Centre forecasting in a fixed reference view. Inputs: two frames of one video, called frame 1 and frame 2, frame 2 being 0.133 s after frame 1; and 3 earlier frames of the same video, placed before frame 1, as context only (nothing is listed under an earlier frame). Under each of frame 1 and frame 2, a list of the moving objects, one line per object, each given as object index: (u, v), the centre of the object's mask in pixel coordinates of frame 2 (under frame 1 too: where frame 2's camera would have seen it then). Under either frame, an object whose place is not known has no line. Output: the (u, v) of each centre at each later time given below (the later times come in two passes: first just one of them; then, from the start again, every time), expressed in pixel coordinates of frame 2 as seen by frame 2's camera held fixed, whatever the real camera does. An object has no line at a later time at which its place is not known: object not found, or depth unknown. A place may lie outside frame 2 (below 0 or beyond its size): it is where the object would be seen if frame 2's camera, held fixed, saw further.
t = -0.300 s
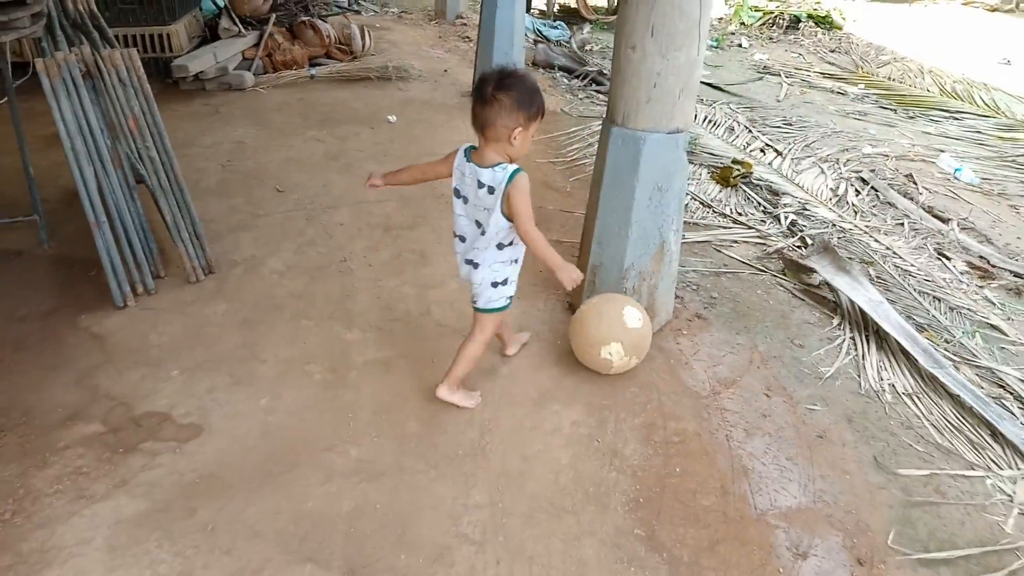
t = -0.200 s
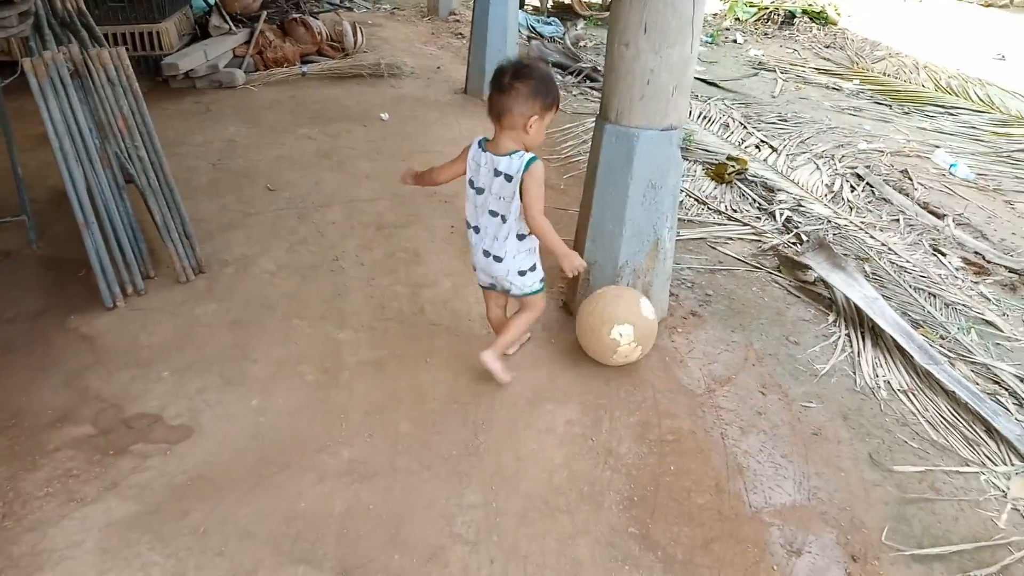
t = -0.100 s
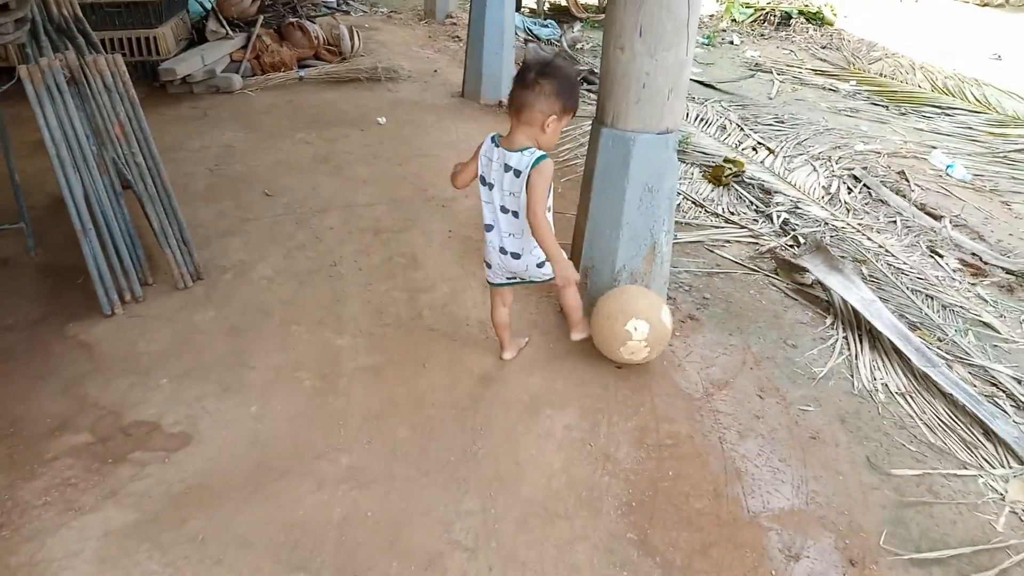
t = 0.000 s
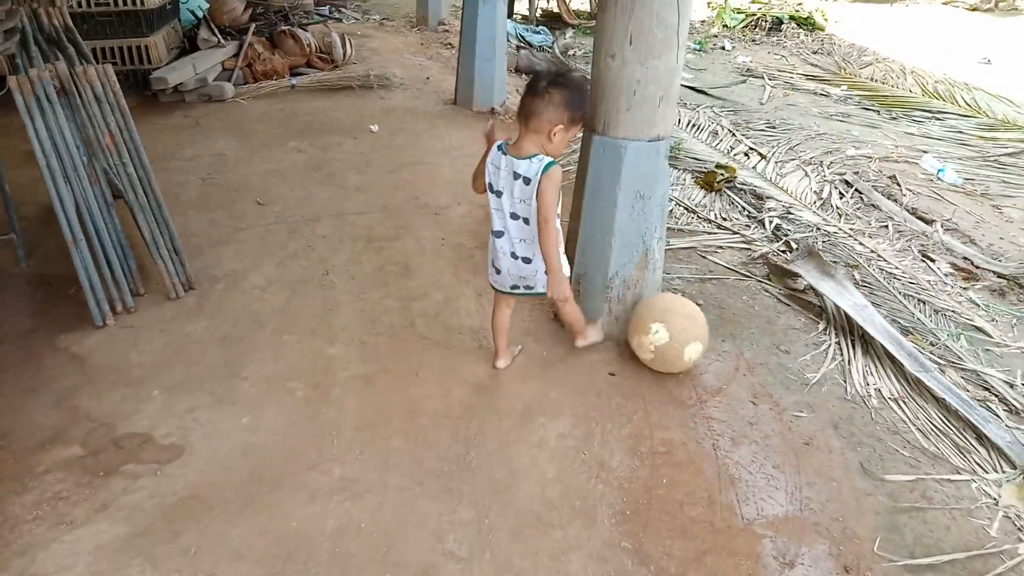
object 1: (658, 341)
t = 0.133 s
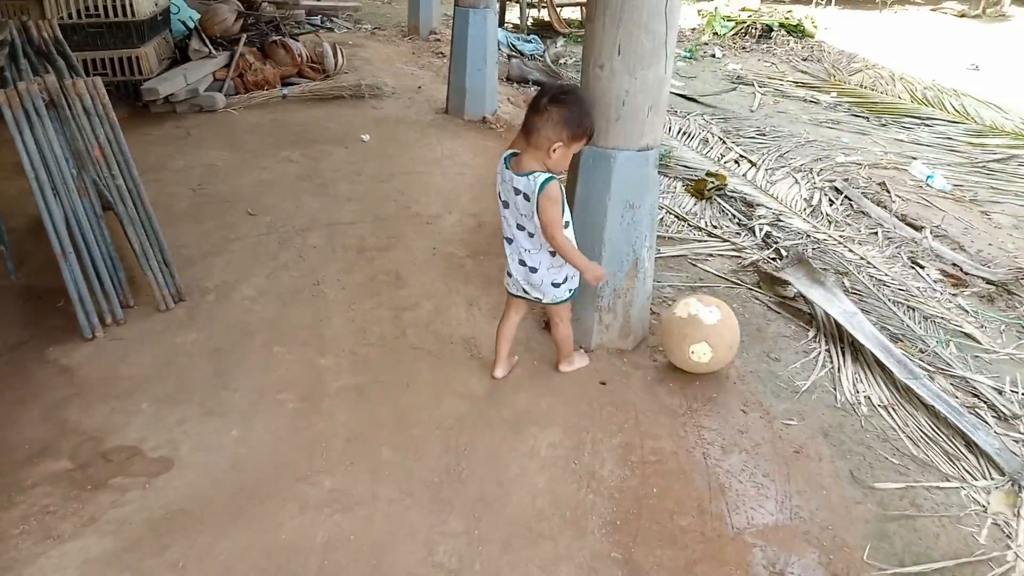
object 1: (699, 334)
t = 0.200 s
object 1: (720, 333)
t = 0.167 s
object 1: (709, 336)
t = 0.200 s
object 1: (720, 333)
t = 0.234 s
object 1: (729, 331)
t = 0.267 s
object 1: (738, 331)
